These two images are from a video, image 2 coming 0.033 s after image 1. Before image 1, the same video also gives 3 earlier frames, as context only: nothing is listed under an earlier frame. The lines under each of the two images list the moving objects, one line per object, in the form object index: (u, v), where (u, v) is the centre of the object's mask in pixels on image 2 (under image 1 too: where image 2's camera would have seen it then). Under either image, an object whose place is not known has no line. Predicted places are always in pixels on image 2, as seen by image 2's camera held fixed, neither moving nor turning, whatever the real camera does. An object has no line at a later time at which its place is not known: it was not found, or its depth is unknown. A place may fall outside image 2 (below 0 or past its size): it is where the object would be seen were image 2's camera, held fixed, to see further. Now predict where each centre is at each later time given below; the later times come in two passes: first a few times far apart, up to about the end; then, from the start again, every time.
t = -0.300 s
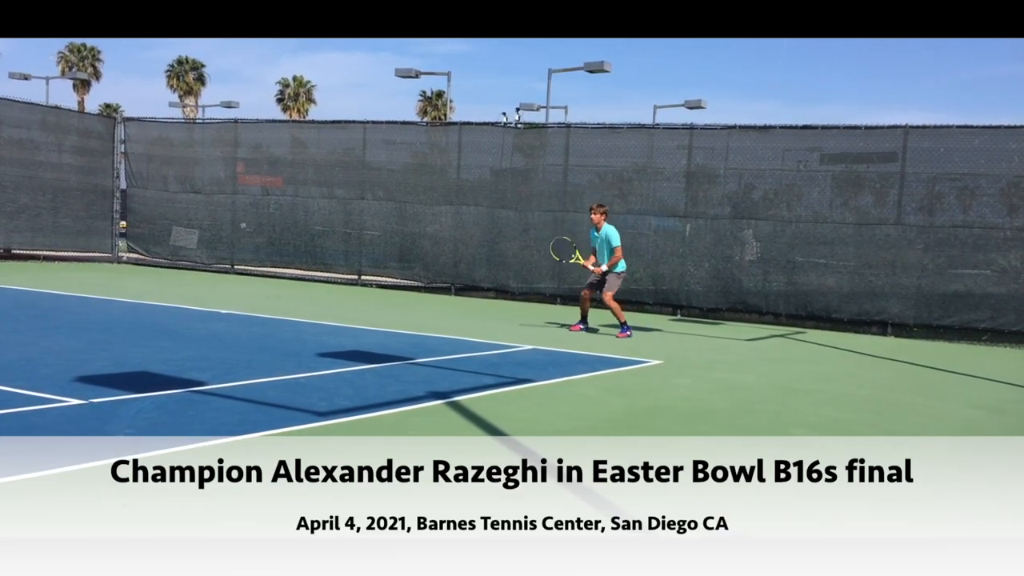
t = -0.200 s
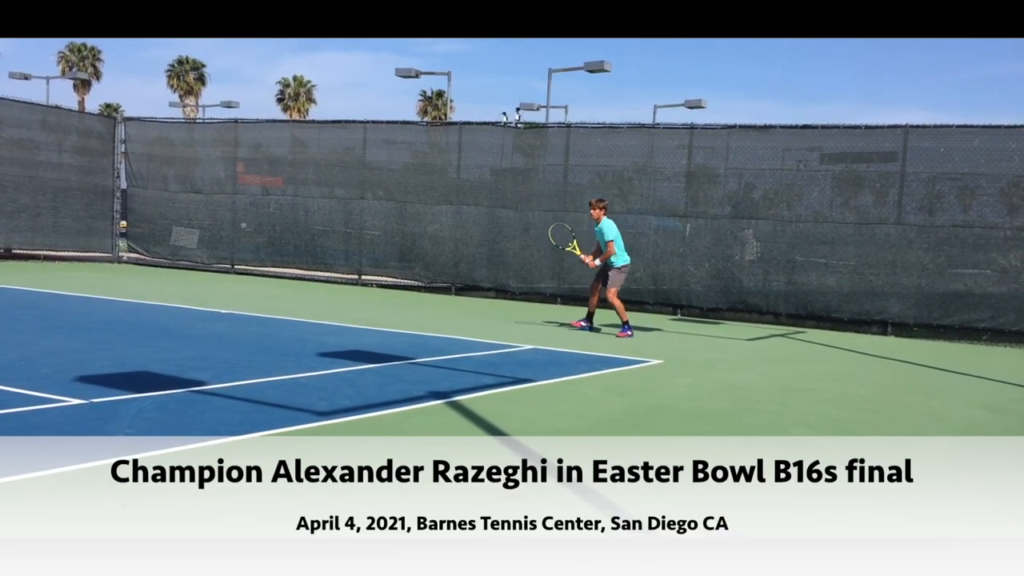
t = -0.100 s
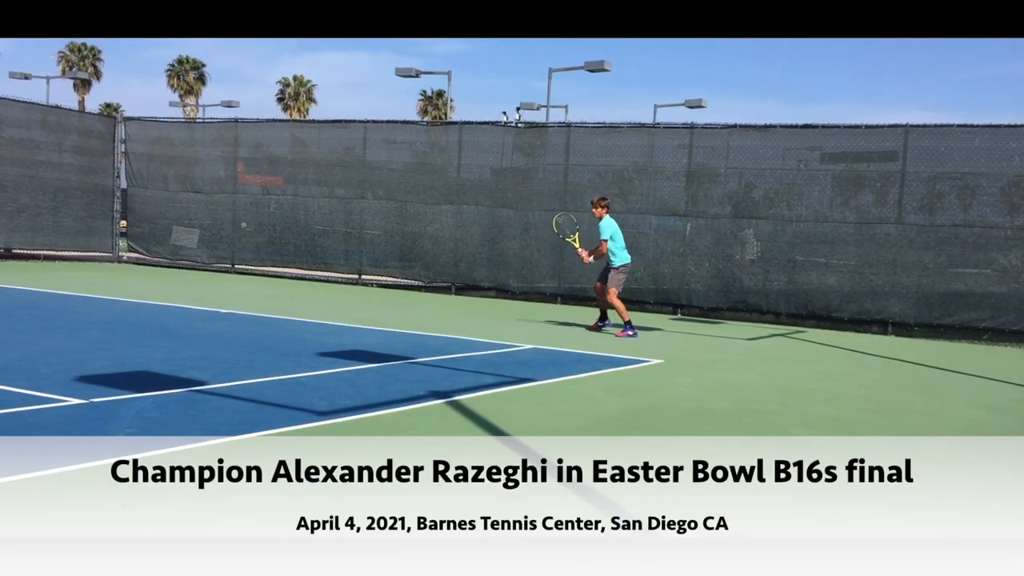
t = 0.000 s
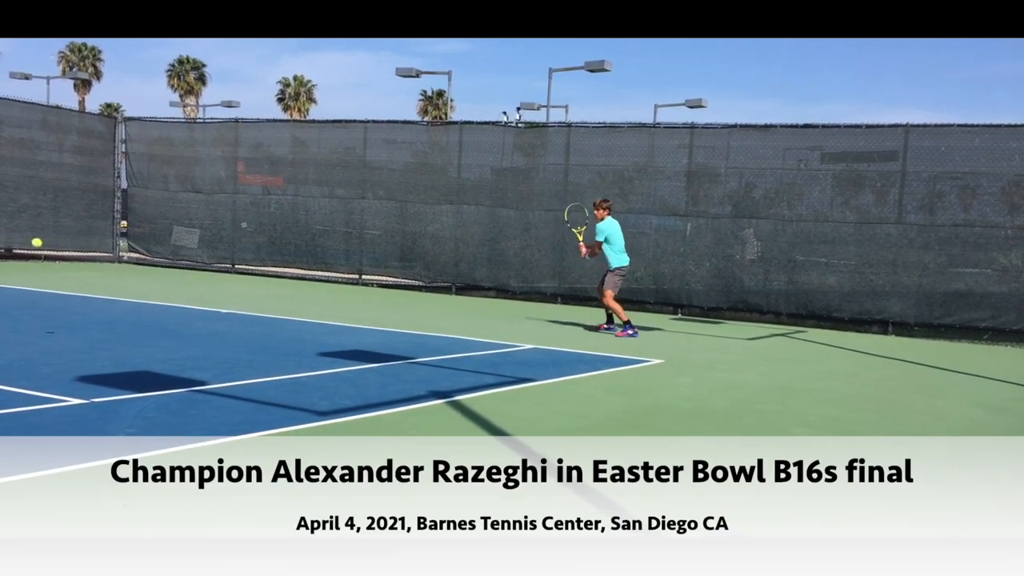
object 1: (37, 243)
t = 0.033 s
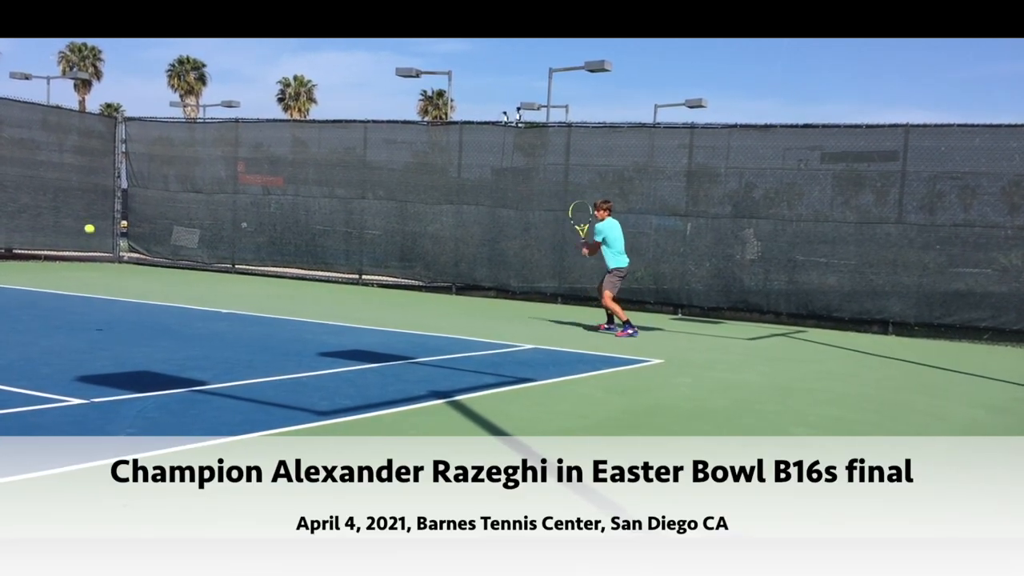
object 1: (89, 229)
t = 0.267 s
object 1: (364, 192)
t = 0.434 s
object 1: (495, 206)
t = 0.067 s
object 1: (137, 217)
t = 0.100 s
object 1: (182, 209)
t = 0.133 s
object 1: (224, 202)
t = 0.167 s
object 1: (263, 197)
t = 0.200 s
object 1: (299, 193)
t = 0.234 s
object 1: (332, 192)
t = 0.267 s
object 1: (364, 192)
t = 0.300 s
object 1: (393, 192)
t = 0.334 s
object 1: (421, 194)
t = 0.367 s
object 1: (447, 197)
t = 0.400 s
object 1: (472, 201)
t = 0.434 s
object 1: (495, 206)
